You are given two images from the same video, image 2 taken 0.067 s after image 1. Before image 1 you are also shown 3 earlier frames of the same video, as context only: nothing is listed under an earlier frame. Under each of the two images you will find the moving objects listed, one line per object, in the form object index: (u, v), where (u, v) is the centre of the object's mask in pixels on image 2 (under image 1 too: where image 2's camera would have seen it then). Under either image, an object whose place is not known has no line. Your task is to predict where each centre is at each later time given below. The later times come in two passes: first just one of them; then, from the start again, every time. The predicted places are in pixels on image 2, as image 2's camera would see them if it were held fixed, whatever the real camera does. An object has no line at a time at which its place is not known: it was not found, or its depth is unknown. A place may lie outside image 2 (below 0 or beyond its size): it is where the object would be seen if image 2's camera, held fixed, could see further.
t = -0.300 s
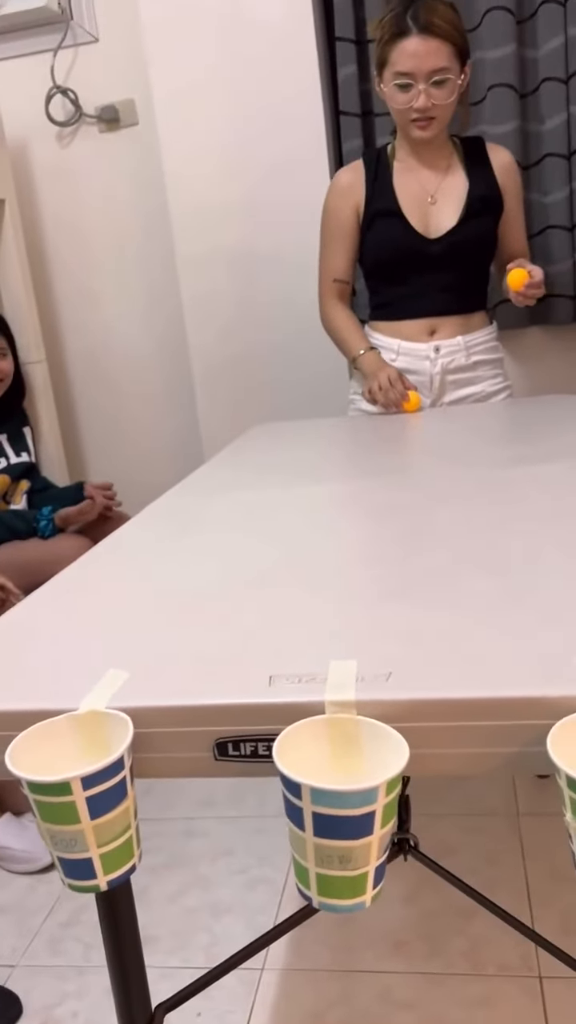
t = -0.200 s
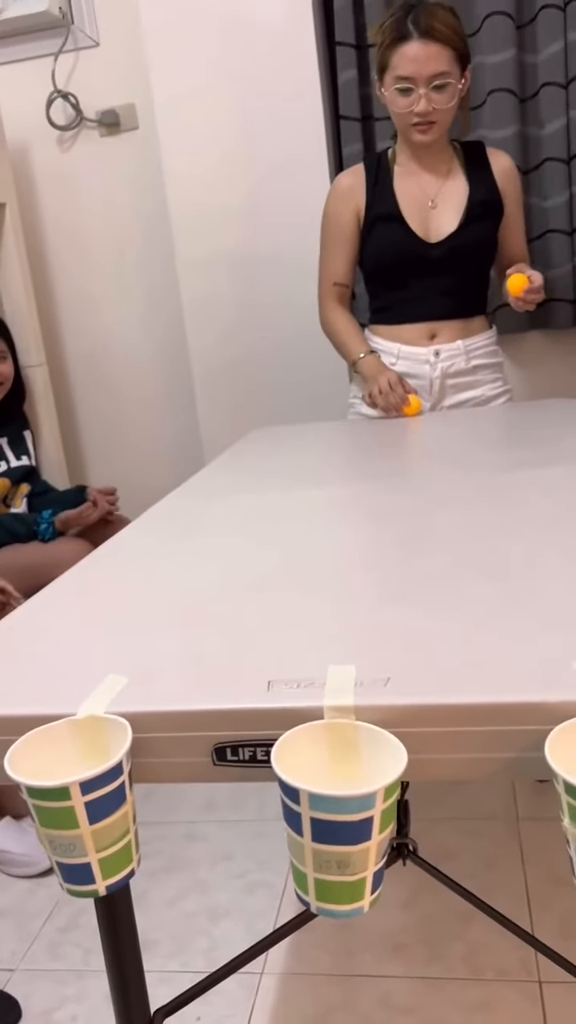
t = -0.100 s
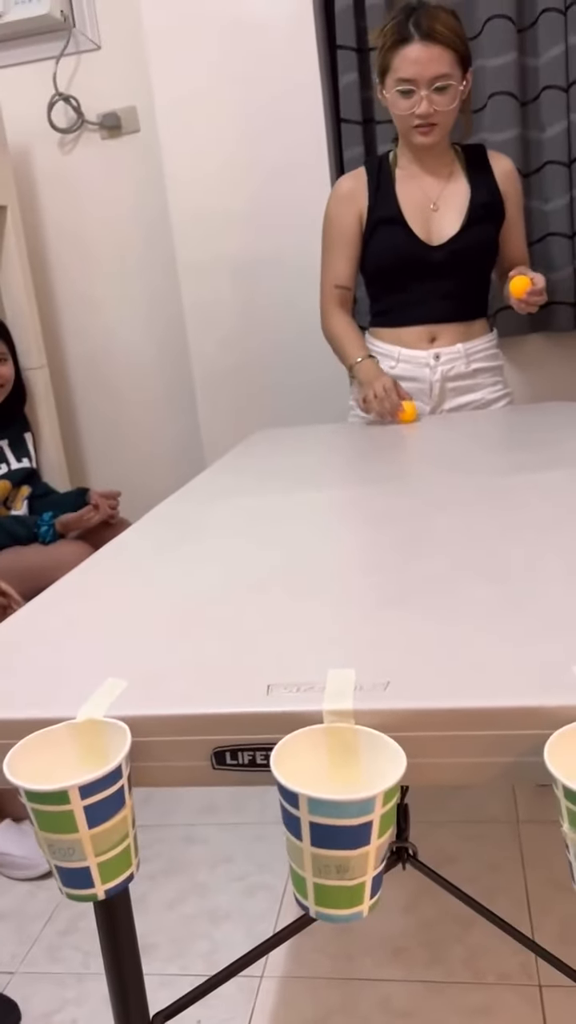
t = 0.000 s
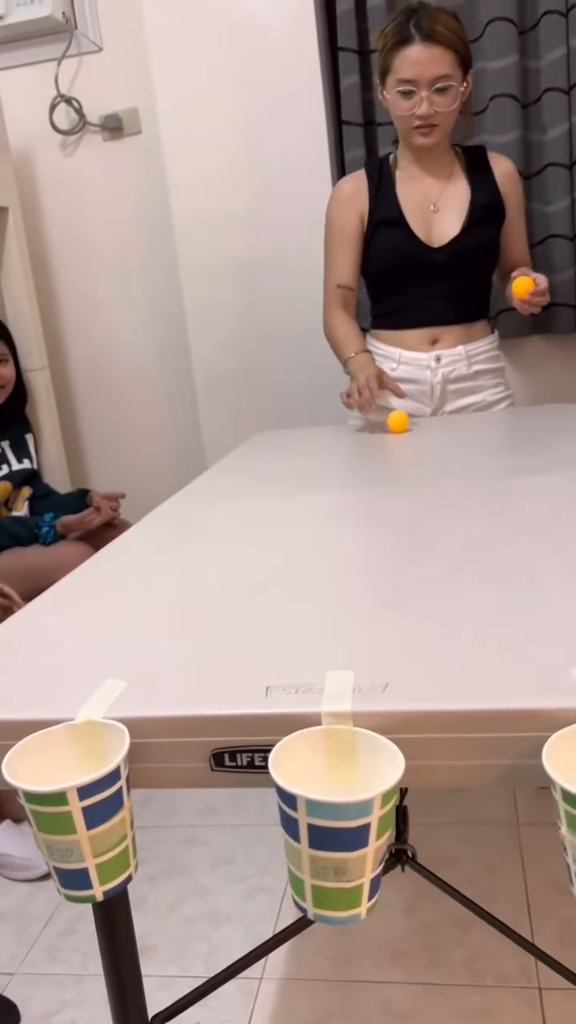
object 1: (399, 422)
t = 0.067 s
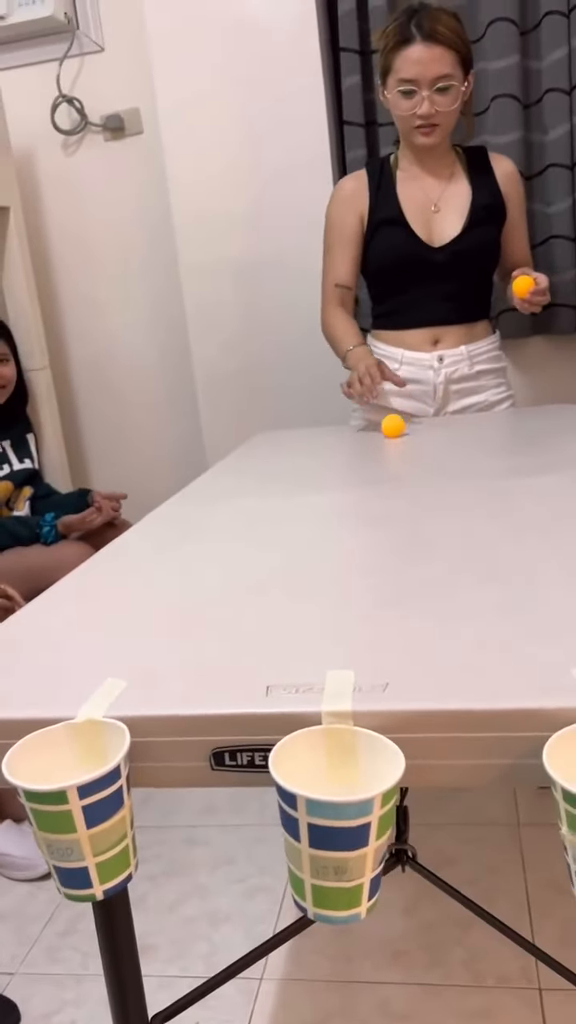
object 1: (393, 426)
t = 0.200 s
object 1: (381, 433)
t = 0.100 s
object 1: (390, 427)
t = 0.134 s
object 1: (387, 429)
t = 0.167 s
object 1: (384, 431)
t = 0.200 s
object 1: (381, 433)
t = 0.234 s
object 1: (378, 435)
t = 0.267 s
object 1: (374, 437)
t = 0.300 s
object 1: (370, 438)
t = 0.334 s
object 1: (367, 440)
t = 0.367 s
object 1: (363, 442)
